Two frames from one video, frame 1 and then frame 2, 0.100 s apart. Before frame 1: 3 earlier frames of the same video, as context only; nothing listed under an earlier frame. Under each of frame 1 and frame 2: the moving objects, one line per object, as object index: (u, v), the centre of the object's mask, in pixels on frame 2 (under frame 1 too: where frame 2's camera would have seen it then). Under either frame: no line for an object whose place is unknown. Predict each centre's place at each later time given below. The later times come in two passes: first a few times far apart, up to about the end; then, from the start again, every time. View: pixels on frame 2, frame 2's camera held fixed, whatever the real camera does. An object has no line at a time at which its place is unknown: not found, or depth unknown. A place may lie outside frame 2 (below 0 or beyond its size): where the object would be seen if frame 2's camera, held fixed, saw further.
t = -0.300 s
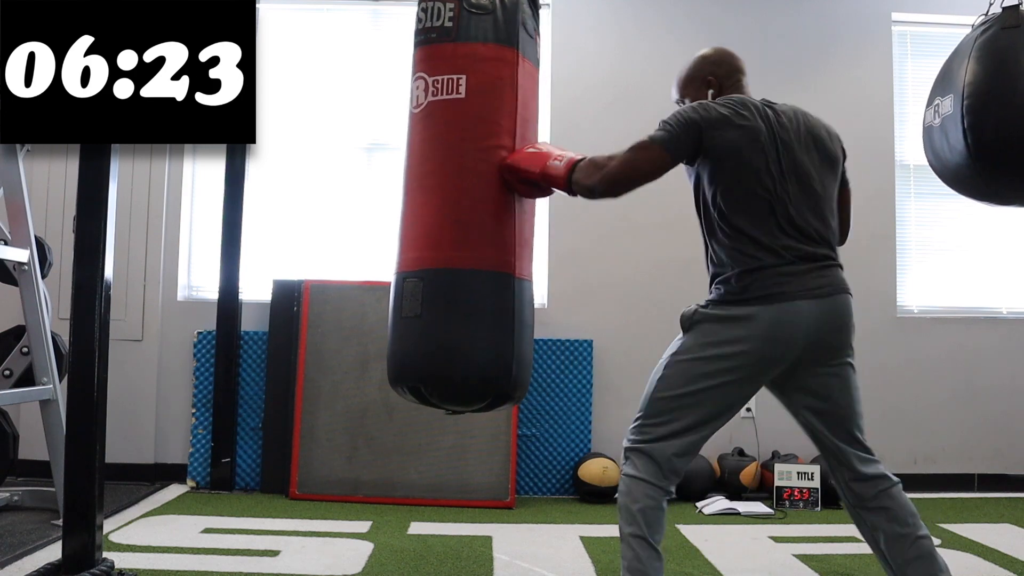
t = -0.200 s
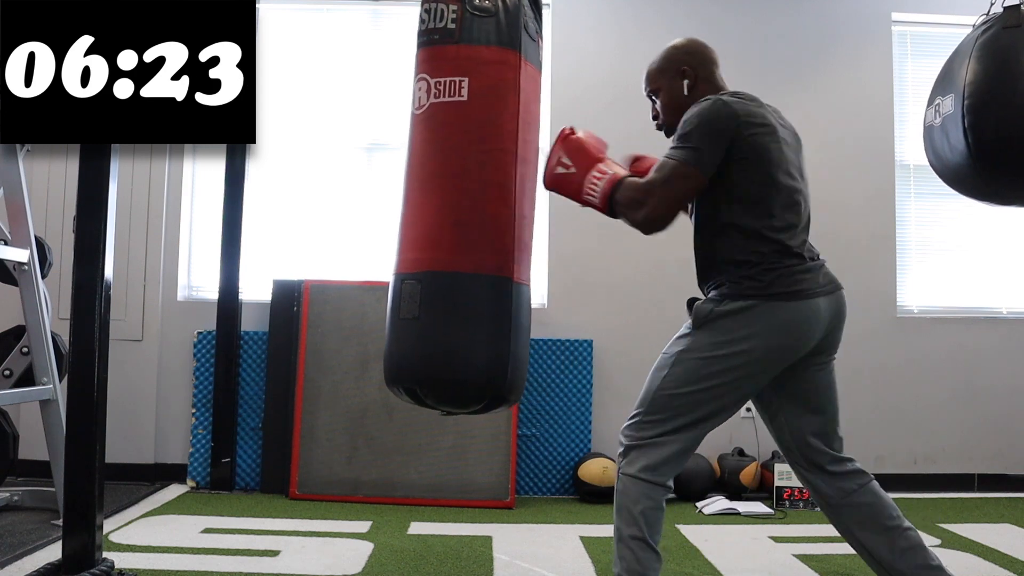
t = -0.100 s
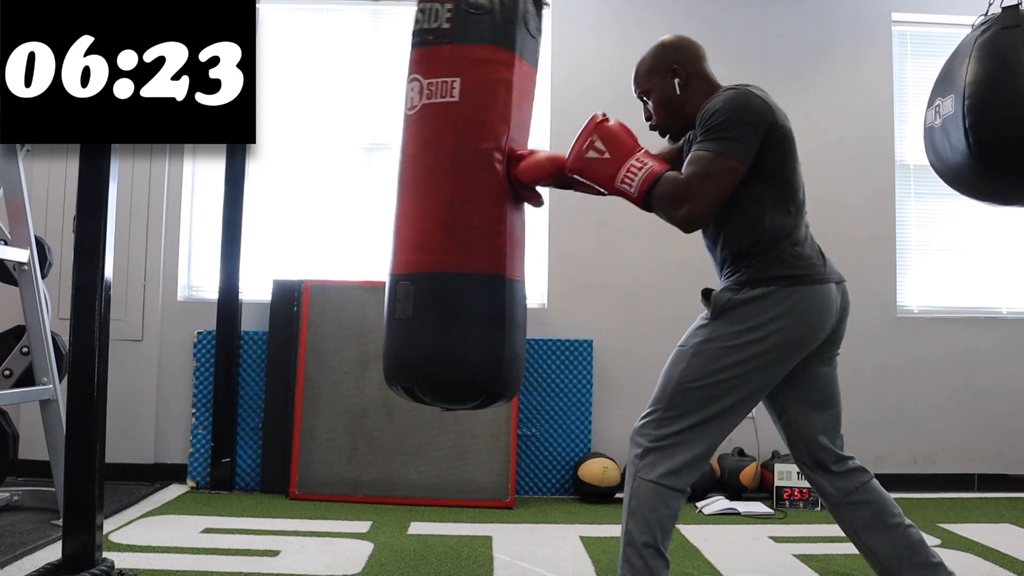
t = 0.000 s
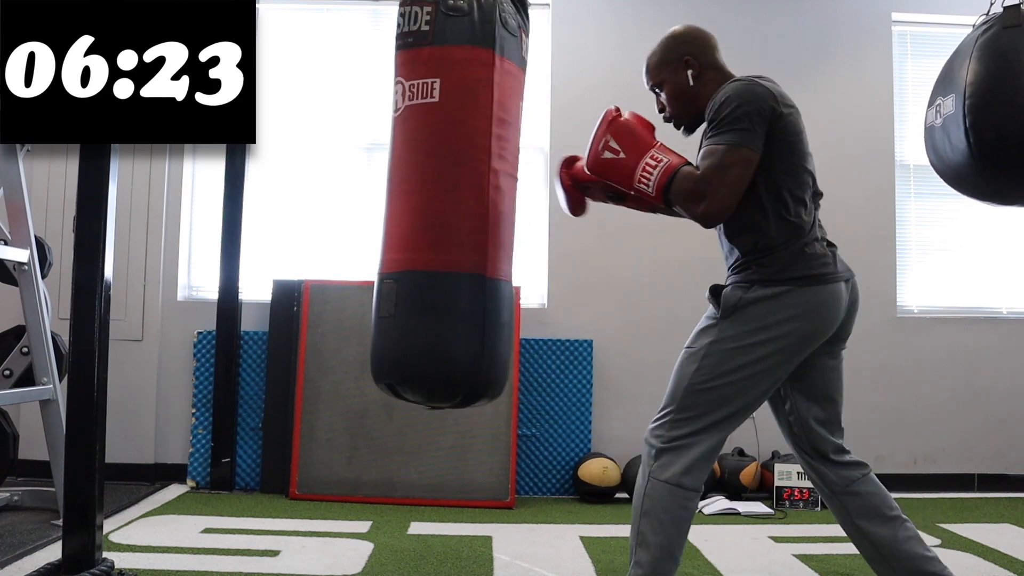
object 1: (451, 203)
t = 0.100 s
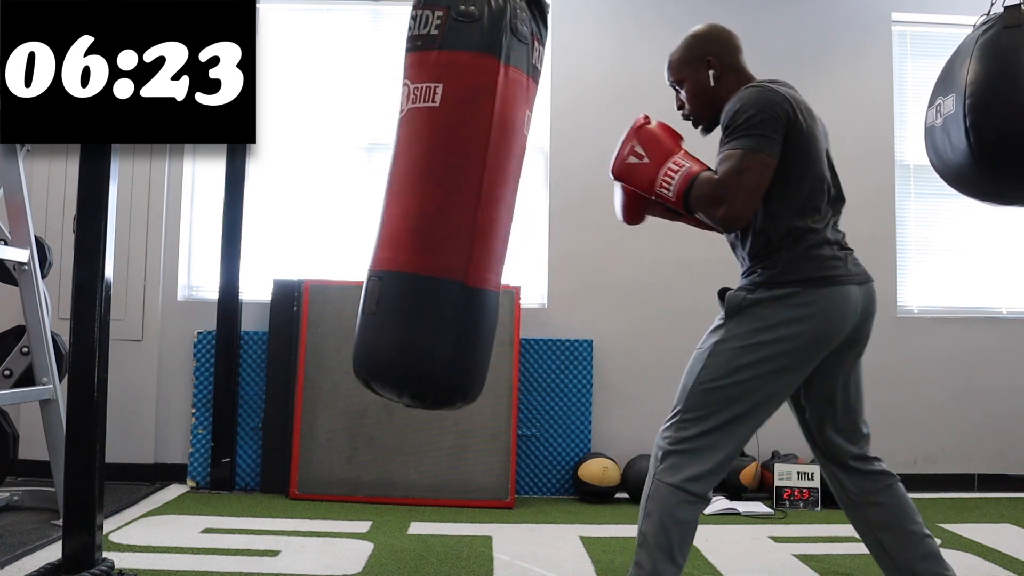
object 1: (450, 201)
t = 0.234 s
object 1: (444, 197)
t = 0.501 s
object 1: (457, 194)
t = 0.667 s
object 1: (472, 196)
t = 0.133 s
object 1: (449, 199)
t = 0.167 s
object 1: (447, 197)
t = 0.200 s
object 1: (445, 197)
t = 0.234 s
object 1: (444, 197)
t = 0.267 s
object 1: (444, 197)
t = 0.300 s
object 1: (444, 197)
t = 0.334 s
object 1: (446, 196)
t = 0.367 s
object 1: (447, 196)
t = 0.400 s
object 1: (449, 196)
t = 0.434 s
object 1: (452, 196)
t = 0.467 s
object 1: (454, 195)
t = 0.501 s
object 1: (457, 194)
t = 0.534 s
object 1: (460, 195)
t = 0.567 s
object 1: (463, 196)
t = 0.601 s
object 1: (466, 196)
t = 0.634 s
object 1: (469, 196)
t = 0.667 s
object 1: (472, 196)
